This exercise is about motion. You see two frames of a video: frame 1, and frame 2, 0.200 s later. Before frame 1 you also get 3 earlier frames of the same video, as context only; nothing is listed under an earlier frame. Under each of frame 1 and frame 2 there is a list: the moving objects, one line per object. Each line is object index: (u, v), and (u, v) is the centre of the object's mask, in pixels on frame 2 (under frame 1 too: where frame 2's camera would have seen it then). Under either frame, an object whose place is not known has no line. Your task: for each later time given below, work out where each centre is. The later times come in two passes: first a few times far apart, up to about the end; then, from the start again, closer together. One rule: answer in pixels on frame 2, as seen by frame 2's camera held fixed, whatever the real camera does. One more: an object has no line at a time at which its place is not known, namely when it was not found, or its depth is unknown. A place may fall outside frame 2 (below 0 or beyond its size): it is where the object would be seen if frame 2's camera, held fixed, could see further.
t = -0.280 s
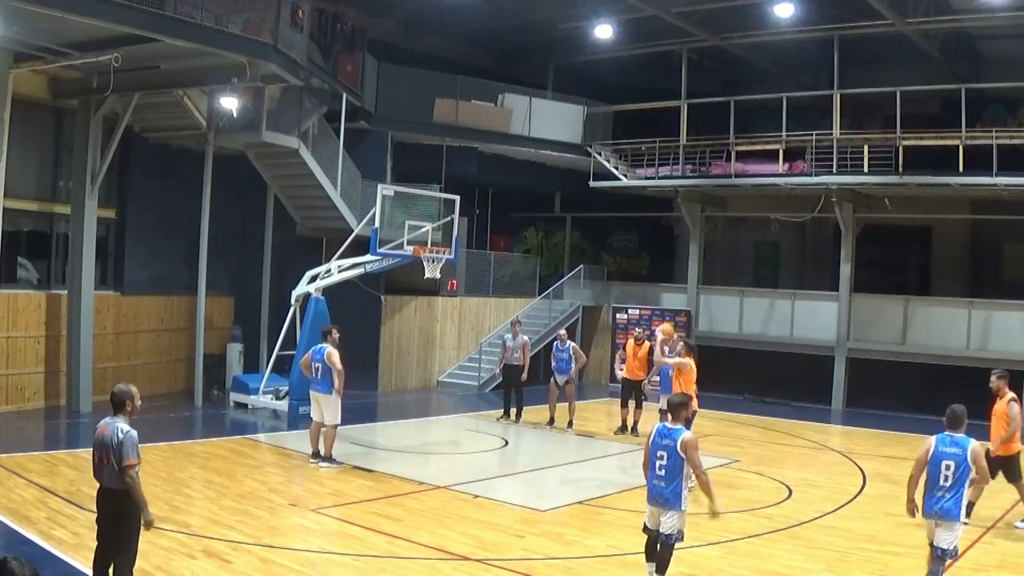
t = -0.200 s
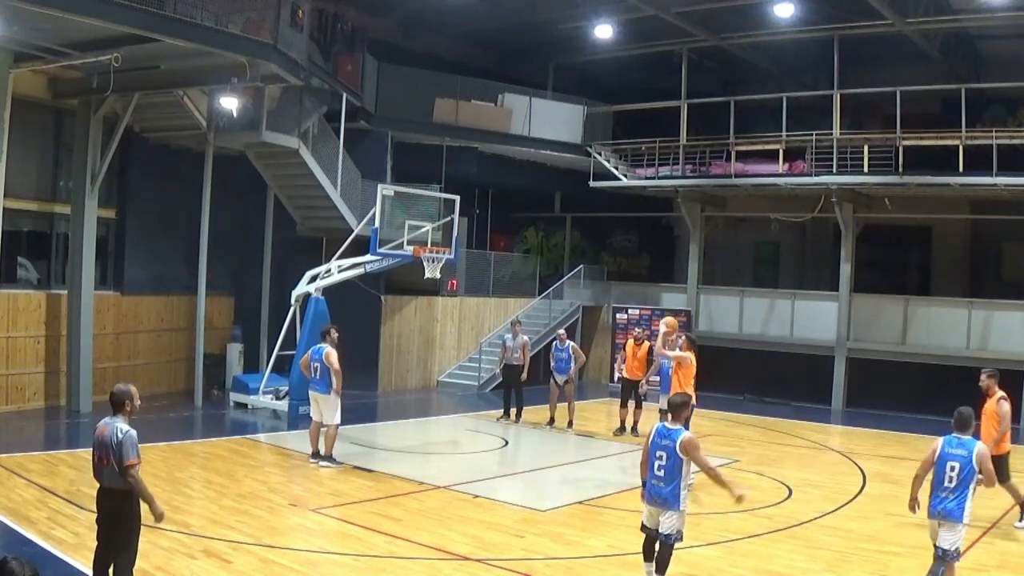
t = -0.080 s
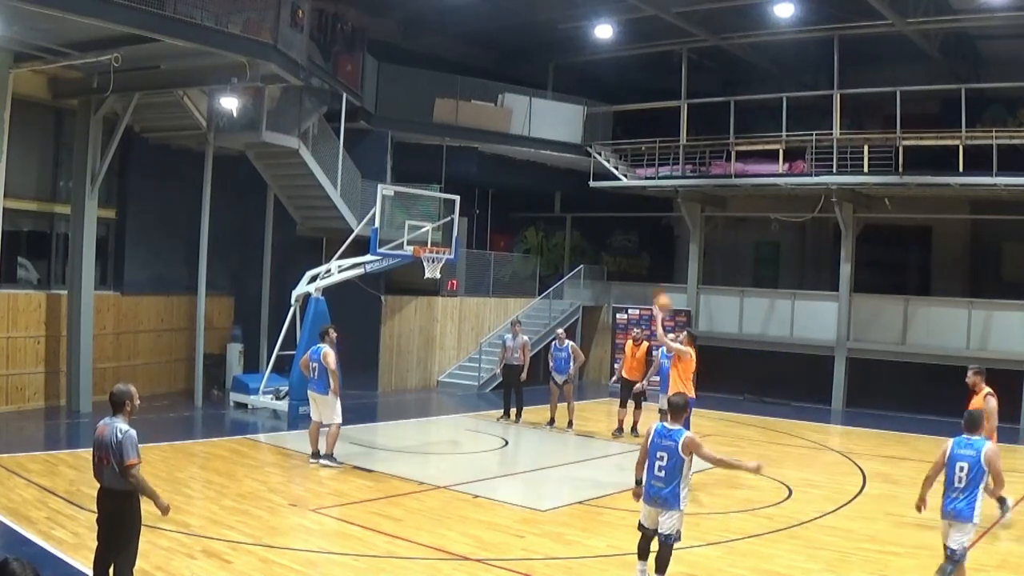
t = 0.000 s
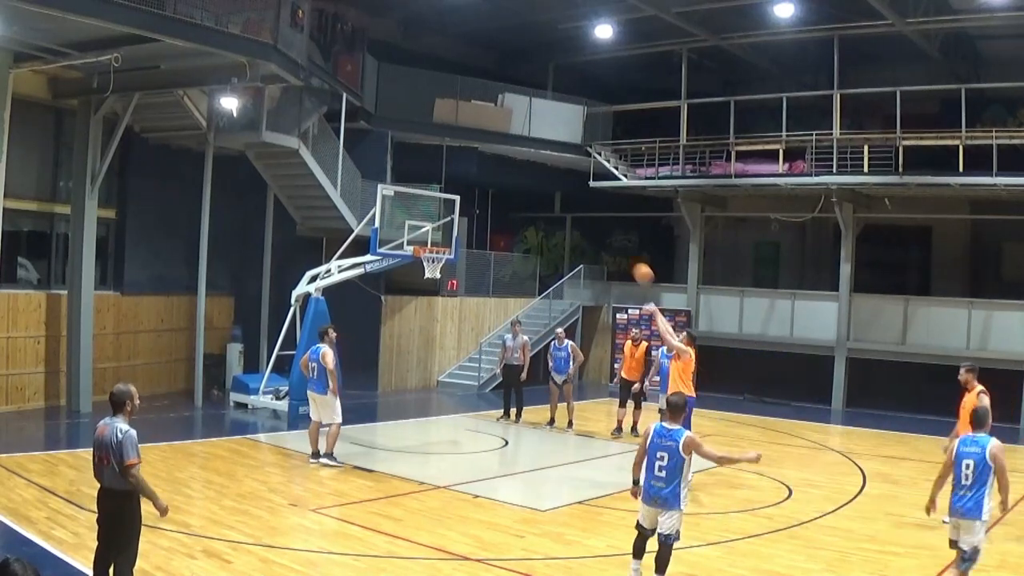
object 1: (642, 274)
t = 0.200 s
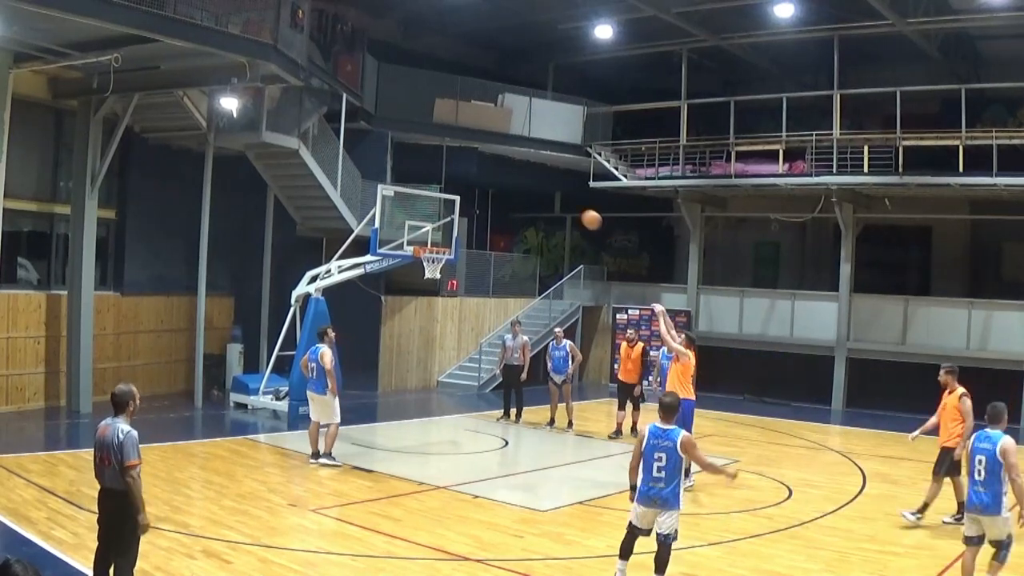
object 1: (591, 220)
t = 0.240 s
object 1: (581, 213)
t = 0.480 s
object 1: (525, 194)
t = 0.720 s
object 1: (472, 214)
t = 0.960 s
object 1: (426, 265)
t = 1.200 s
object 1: (422, 280)
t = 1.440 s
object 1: (422, 331)
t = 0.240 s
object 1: (581, 213)
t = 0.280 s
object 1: (571, 207)
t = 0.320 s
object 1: (562, 202)
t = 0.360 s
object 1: (552, 198)
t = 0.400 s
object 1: (543, 196)
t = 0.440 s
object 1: (534, 195)
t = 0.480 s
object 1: (525, 194)
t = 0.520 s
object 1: (515, 195)
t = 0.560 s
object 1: (506, 197)
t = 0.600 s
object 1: (497, 200)
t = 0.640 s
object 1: (489, 203)
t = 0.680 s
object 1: (480, 208)
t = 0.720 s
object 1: (472, 214)
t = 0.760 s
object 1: (464, 220)
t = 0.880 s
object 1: (438, 242)
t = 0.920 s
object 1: (433, 246)
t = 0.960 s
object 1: (426, 265)
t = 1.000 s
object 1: (422, 264)
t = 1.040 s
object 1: (422, 264)
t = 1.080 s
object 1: (421, 268)
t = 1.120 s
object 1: (422, 270)
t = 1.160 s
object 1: (422, 275)
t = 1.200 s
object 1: (422, 280)
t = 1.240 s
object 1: (422, 286)
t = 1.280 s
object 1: (422, 292)
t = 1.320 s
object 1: (422, 301)
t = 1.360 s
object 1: (422, 312)
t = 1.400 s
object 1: (422, 320)
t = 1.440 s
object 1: (422, 331)
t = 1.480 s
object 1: (421, 343)
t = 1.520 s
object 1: (421, 356)
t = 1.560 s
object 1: (421, 373)
